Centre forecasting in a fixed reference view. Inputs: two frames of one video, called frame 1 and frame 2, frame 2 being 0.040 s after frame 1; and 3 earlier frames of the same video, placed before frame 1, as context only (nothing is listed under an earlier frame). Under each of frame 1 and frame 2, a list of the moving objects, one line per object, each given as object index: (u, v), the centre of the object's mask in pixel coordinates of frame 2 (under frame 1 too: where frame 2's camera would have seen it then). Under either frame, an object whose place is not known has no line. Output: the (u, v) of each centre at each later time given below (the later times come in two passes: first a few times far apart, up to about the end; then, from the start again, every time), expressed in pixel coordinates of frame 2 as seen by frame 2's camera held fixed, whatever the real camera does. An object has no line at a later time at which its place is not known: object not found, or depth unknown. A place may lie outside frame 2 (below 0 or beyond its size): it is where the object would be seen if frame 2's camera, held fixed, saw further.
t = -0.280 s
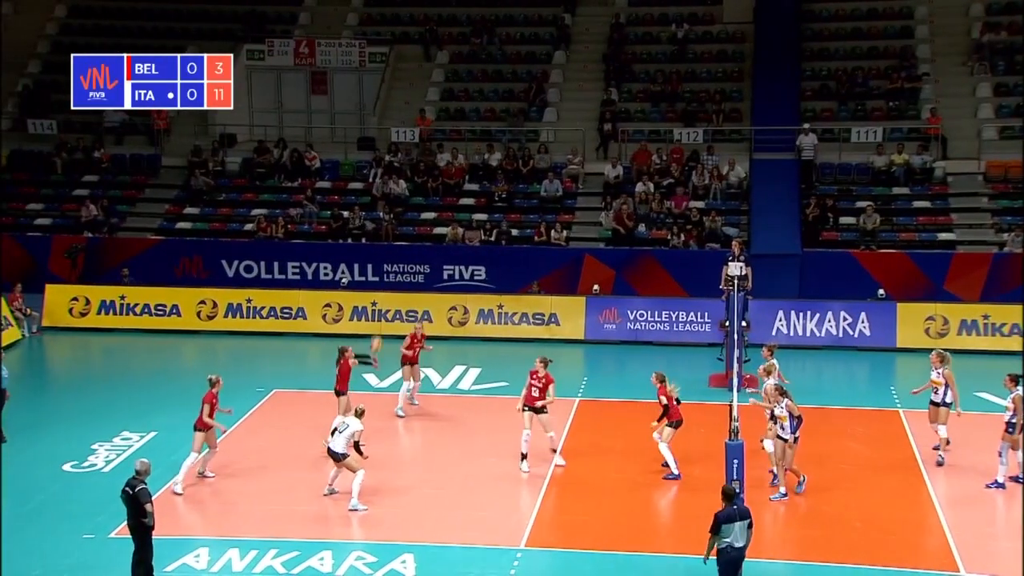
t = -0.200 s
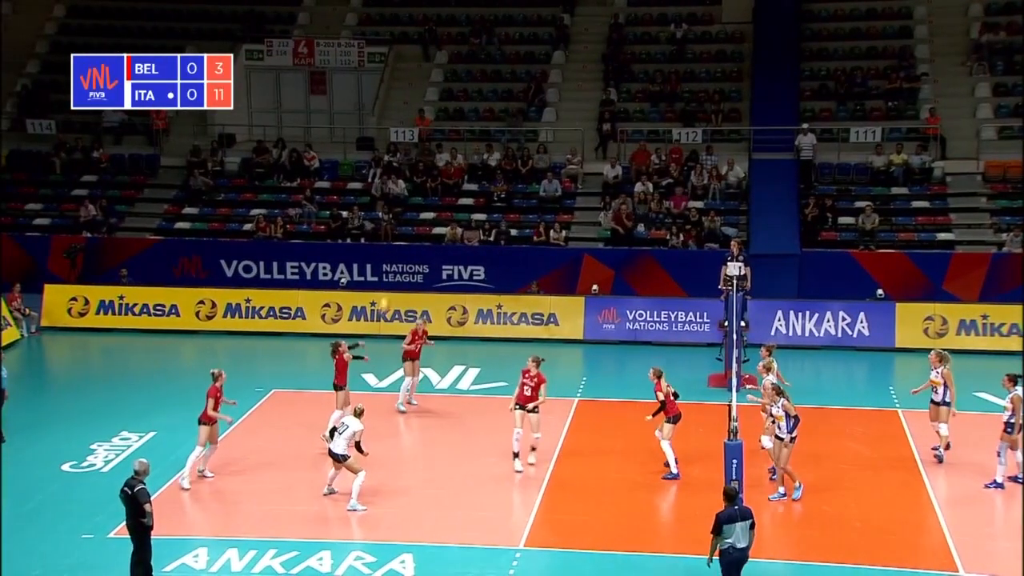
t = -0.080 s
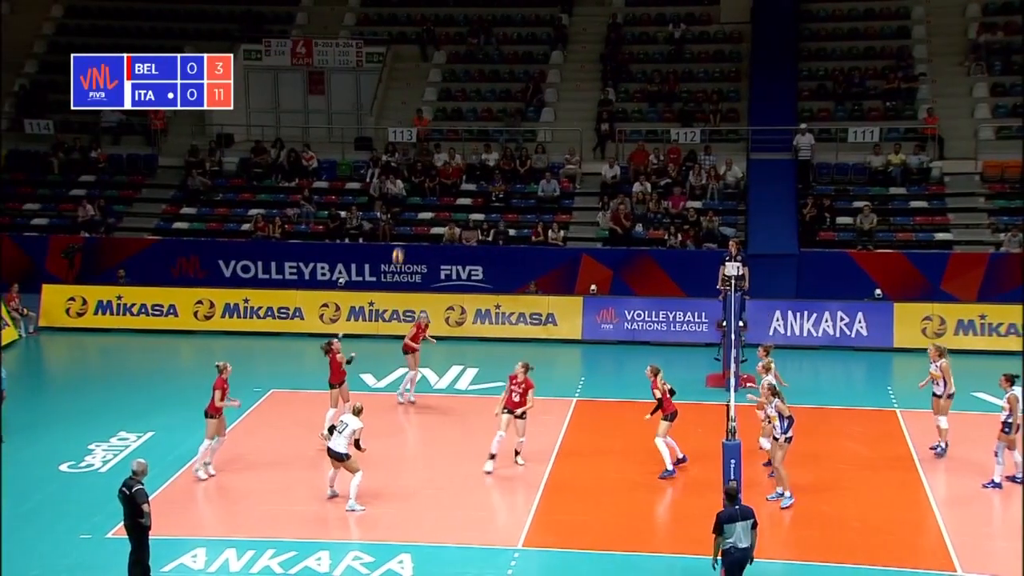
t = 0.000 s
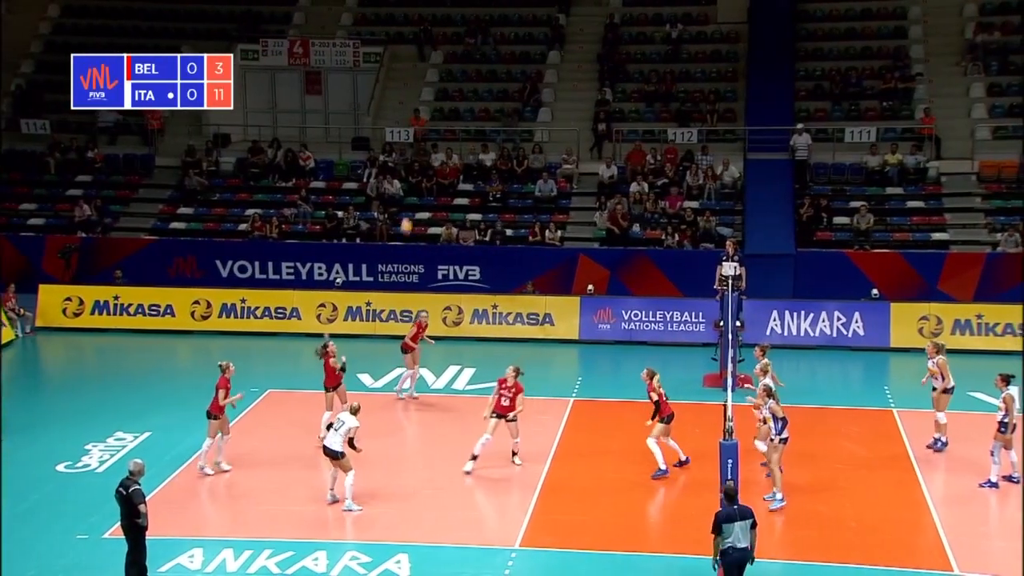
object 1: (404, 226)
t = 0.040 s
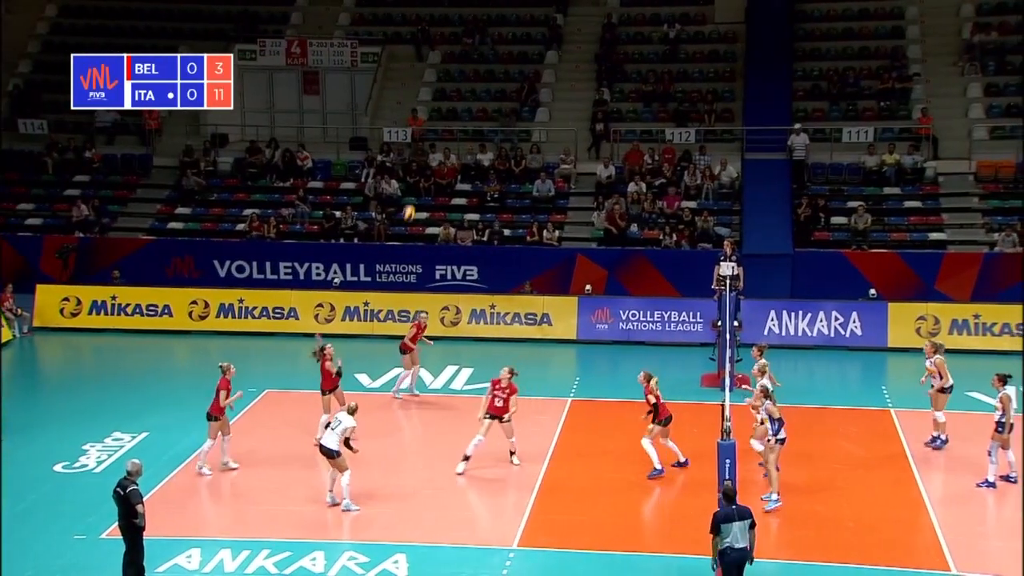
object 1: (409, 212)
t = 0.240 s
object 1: (435, 160)
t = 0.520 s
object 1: (472, 124)
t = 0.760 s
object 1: (506, 131)
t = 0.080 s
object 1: (414, 200)
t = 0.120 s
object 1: (419, 188)
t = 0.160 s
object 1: (424, 178)
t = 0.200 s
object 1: (429, 169)
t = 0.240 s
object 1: (435, 160)
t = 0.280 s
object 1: (441, 151)
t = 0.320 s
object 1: (446, 145)
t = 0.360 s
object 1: (451, 138)
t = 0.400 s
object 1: (456, 134)
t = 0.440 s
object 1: (461, 130)
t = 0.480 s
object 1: (467, 127)
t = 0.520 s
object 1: (472, 124)
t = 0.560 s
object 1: (477, 123)
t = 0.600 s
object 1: (483, 123)
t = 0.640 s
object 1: (491, 123)
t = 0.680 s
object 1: (495, 125)
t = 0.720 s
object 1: (500, 128)
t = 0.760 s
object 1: (506, 131)
